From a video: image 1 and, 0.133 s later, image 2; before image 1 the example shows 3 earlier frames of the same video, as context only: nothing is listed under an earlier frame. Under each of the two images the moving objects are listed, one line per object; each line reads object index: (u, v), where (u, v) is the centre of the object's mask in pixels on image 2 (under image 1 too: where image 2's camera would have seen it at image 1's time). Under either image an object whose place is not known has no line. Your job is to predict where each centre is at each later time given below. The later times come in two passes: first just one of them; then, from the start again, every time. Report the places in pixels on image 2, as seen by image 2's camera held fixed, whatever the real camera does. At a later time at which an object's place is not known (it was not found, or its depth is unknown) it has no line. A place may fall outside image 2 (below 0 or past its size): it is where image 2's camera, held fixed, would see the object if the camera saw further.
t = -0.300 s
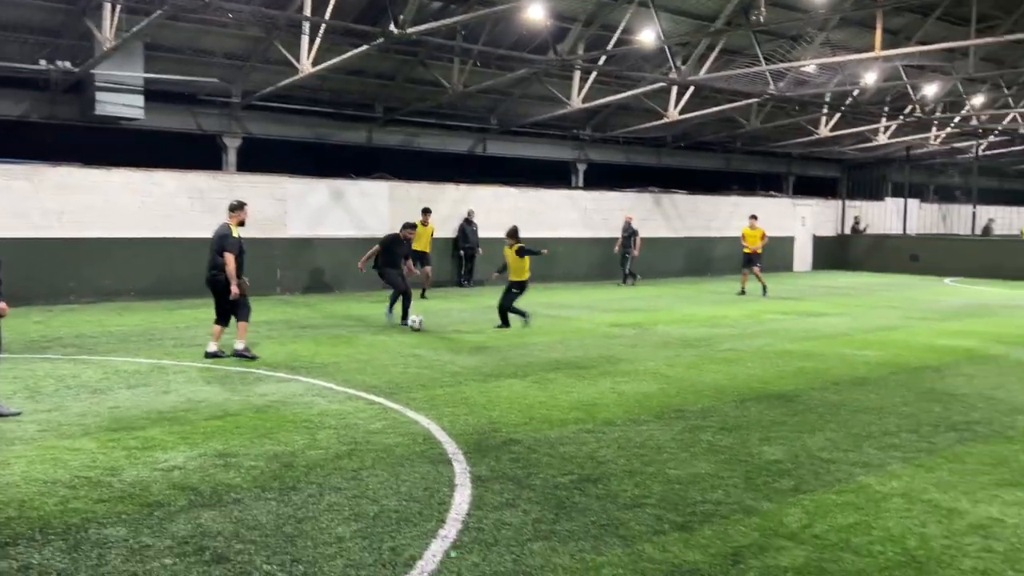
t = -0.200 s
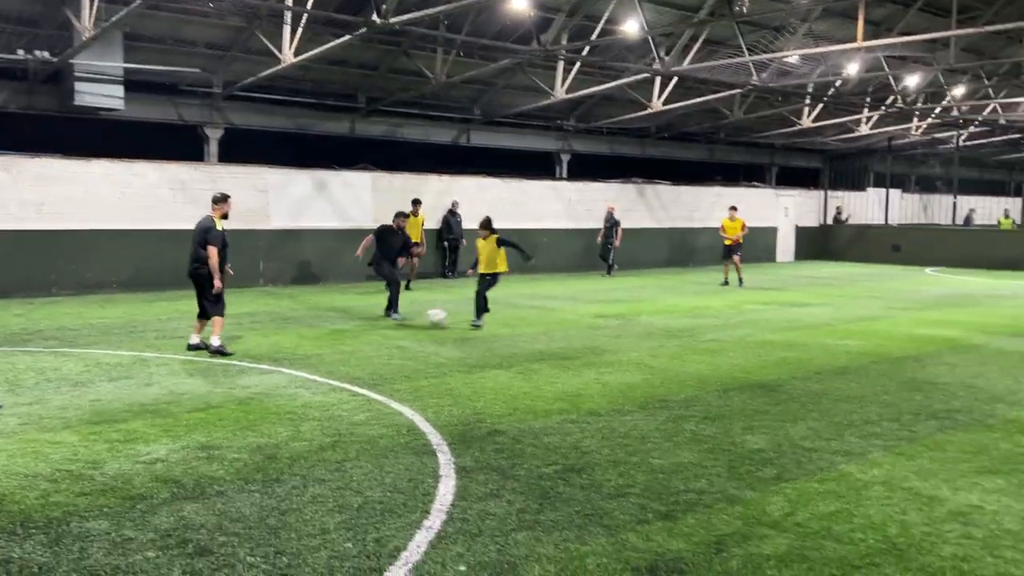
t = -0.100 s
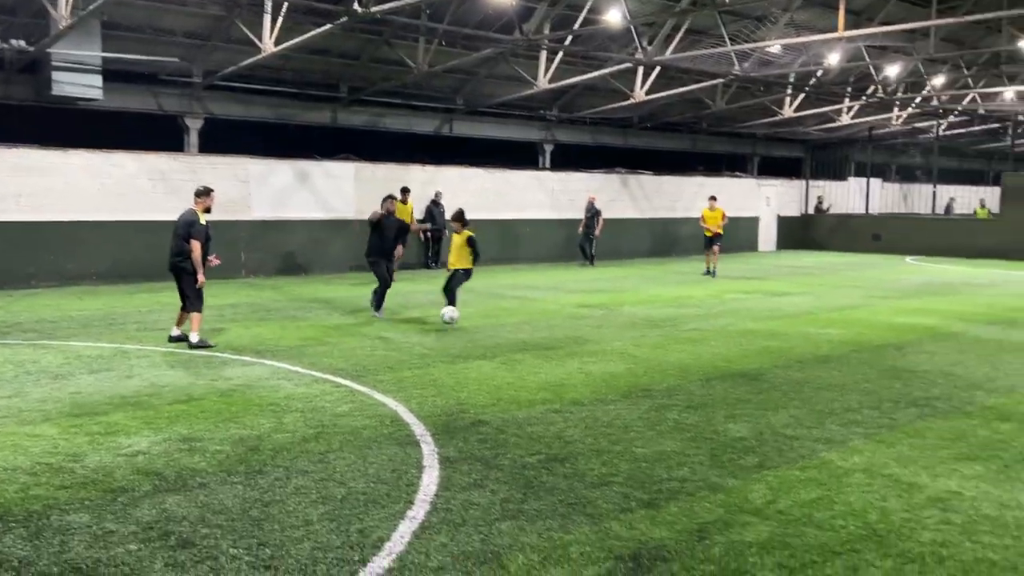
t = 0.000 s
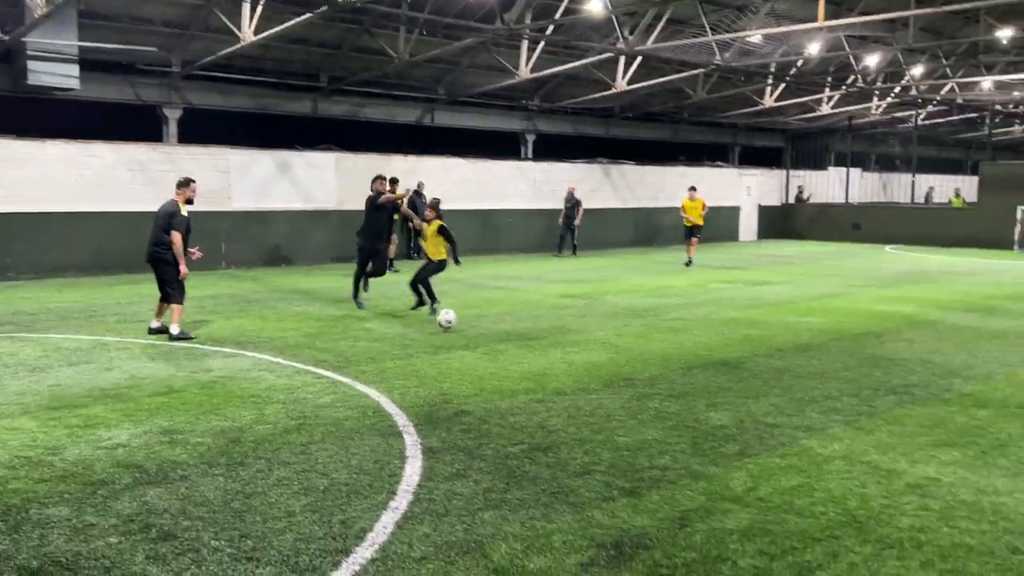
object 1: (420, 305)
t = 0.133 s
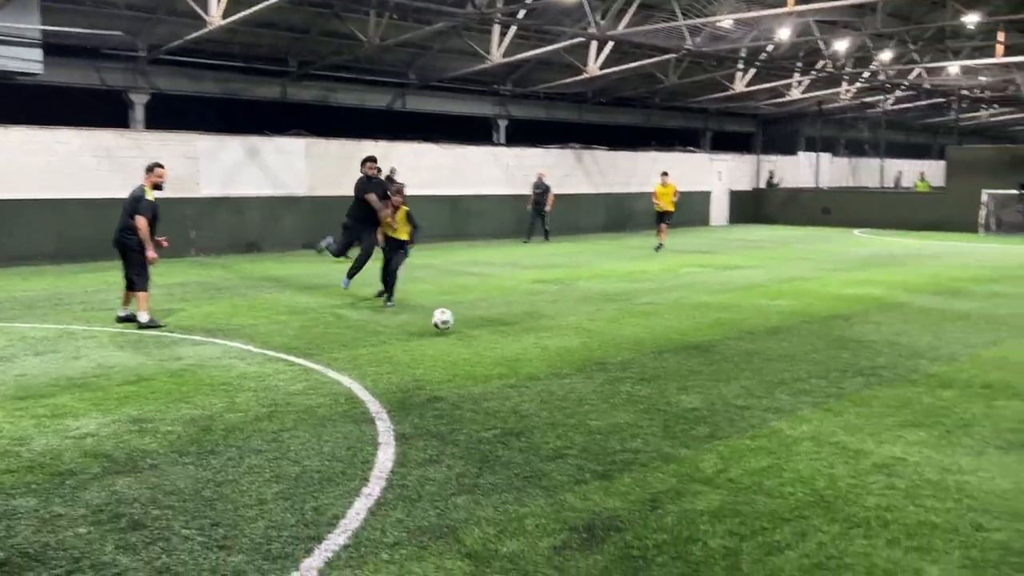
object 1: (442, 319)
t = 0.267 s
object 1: (469, 338)
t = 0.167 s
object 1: (449, 323)
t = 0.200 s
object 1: (455, 328)
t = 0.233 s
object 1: (462, 335)
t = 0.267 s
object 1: (469, 338)
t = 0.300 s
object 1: (476, 341)
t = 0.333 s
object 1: (484, 345)
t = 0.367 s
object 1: (493, 351)
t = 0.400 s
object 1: (501, 356)
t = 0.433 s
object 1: (510, 359)
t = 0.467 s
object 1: (520, 362)
